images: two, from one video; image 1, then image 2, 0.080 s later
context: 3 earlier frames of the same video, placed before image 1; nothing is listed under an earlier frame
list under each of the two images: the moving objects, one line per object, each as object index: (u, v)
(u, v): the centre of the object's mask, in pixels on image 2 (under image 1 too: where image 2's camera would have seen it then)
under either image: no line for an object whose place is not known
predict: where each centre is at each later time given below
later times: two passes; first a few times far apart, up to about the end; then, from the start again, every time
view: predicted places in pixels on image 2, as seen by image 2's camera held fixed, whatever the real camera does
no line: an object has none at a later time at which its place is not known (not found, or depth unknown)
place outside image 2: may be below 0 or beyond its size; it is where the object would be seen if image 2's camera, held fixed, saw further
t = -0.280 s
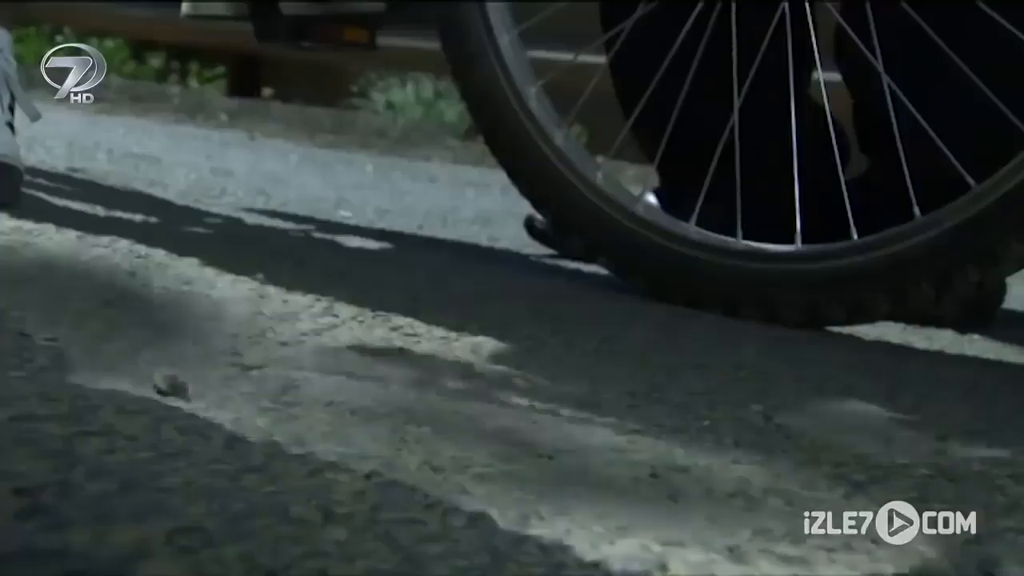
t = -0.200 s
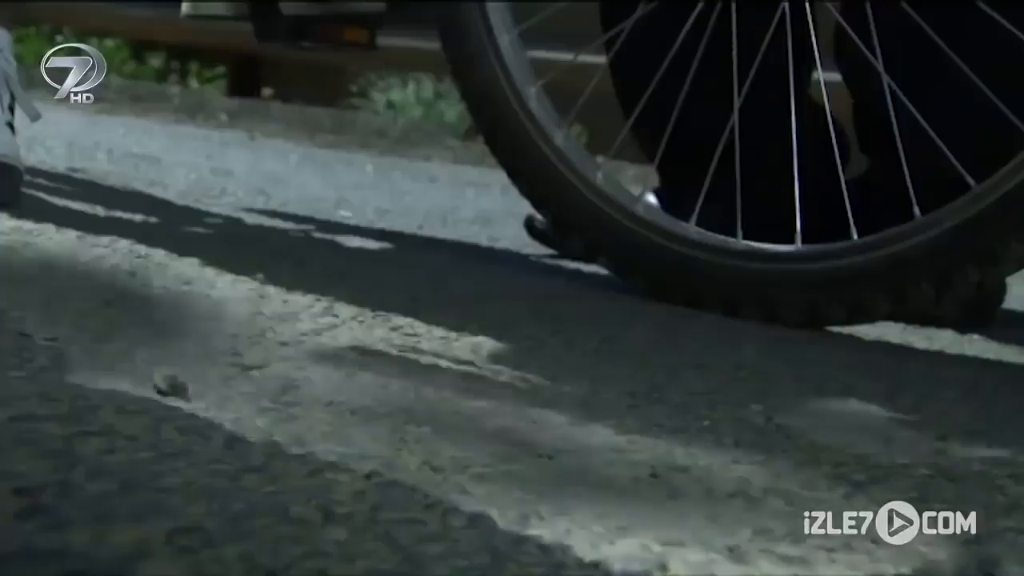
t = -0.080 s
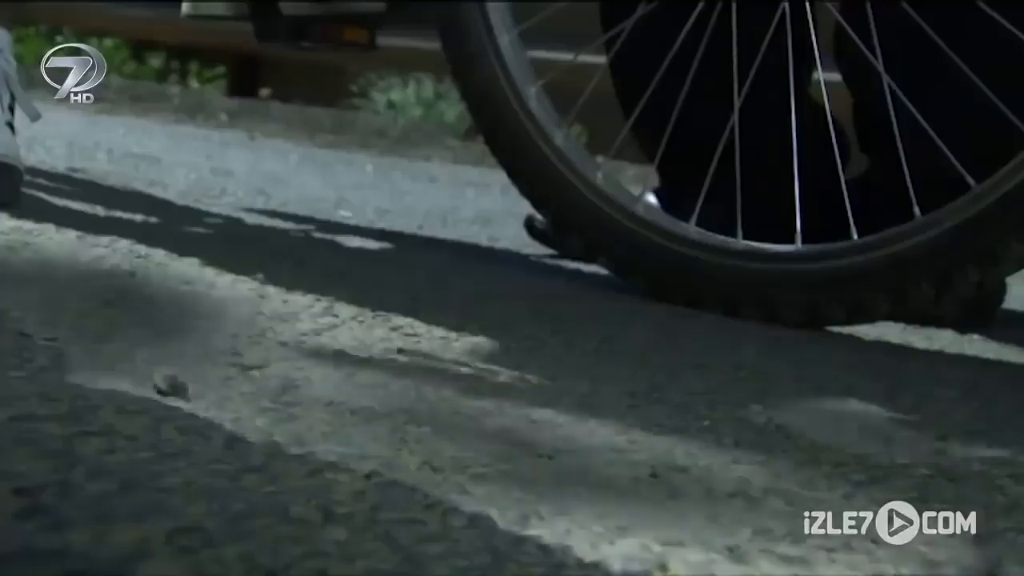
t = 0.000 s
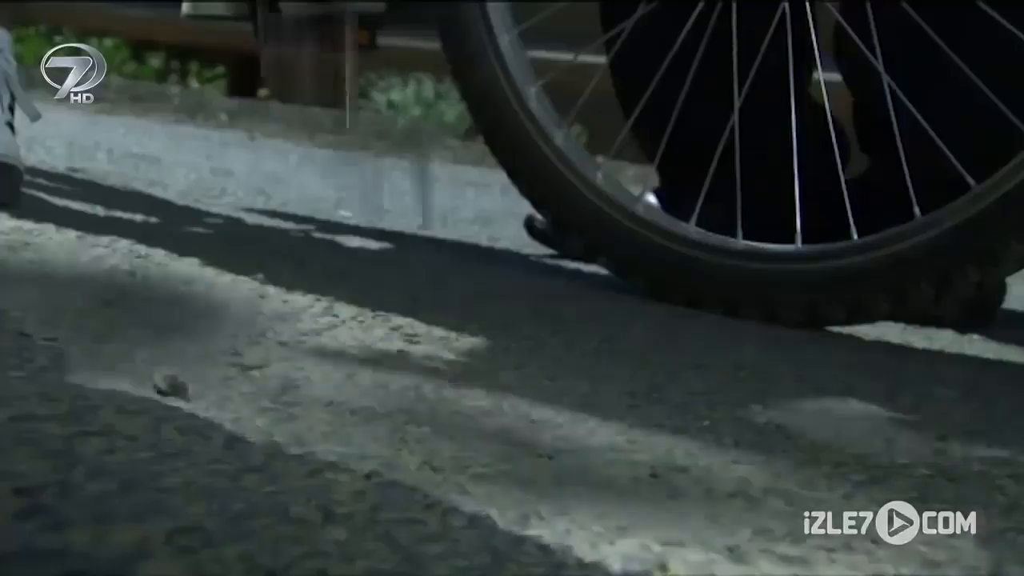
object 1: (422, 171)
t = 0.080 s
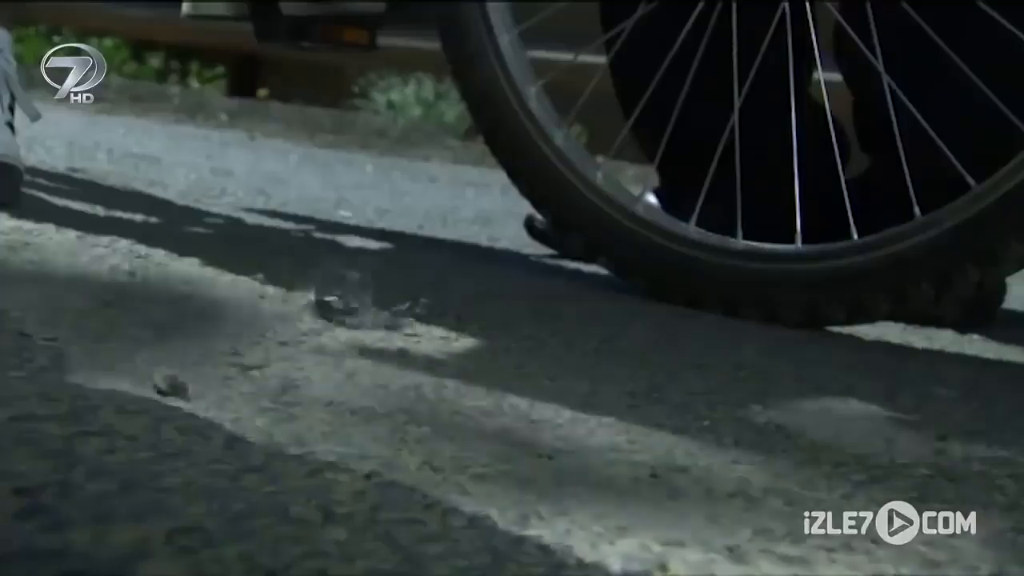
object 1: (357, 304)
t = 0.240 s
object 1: (413, 324)
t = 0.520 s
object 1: (463, 337)
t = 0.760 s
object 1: (480, 340)
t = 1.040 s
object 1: (486, 341)
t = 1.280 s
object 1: (490, 342)
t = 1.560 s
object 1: (488, 342)
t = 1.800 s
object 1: (483, 341)
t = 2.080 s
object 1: (484, 341)
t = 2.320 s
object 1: (485, 341)
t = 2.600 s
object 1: (485, 342)
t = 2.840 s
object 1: (484, 342)
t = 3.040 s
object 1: (485, 341)
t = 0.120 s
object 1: (371, 308)
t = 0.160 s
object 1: (388, 312)
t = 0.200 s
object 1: (425, 318)
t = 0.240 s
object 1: (413, 324)
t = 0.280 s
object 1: (427, 327)
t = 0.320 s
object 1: (435, 329)
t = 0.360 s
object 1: (446, 332)
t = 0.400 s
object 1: (446, 333)
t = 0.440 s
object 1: (455, 335)
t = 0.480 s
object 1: (456, 336)
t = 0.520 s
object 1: (463, 337)
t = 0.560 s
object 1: (465, 337)
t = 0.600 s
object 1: (469, 338)
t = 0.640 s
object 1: (472, 339)
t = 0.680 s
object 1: (473, 339)
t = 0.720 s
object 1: (474, 339)
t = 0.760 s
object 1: (480, 340)
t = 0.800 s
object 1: (483, 340)
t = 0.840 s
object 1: (484, 340)
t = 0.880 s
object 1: (486, 341)
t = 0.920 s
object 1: (488, 341)
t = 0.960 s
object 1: (484, 341)
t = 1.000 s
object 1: (486, 341)
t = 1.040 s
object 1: (486, 341)
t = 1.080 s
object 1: (486, 341)
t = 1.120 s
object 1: (489, 341)
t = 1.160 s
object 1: (490, 341)
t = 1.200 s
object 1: (492, 341)
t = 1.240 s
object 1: (492, 342)
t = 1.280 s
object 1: (490, 342)
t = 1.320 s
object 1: (492, 342)
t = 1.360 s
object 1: (491, 342)
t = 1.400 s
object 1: (491, 342)
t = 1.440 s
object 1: (491, 342)
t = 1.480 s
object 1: (490, 342)
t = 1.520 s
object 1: (489, 342)
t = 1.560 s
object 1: (488, 342)
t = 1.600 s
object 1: (489, 342)
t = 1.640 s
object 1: (483, 341)
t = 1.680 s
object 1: (484, 341)
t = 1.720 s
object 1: (483, 341)
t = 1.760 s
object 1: (483, 341)
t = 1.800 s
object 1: (483, 341)
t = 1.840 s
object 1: (484, 341)
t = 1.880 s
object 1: (484, 341)
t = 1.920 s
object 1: (484, 341)
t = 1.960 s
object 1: (483, 341)
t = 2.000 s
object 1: (483, 341)
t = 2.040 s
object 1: (484, 341)
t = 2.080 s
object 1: (484, 341)
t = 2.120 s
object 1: (484, 341)
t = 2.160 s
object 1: (484, 341)
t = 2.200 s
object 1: (484, 341)
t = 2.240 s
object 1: (484, 341)
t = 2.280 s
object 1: (485, 341)
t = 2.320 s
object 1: (485, 341)
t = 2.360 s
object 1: (485, 341)
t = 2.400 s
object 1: (484, 341)
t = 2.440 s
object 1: (485, 341)
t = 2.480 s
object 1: (484, 341)
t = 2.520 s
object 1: (484, 342)
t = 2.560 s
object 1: (485, 341)
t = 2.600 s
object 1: (485, 342)
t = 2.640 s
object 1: (484, 342)
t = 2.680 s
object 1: (485, 342)
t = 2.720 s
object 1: (485, 342)
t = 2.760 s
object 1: (484, 342)
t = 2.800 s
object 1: (484, 342)
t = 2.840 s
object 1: (484, 342)
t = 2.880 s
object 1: (485, 341)
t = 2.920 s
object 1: (484, 342)
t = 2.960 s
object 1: (485, 342)
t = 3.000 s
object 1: (485, 342)
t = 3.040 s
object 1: (485, 341)
